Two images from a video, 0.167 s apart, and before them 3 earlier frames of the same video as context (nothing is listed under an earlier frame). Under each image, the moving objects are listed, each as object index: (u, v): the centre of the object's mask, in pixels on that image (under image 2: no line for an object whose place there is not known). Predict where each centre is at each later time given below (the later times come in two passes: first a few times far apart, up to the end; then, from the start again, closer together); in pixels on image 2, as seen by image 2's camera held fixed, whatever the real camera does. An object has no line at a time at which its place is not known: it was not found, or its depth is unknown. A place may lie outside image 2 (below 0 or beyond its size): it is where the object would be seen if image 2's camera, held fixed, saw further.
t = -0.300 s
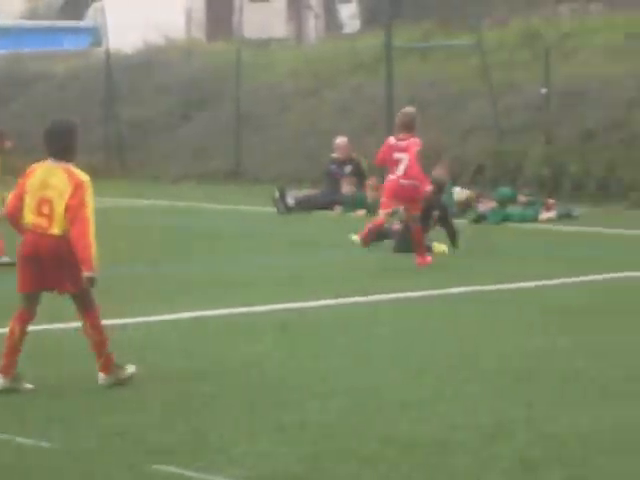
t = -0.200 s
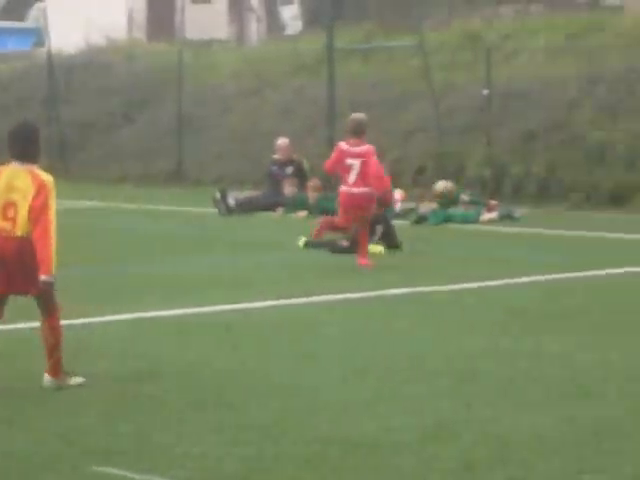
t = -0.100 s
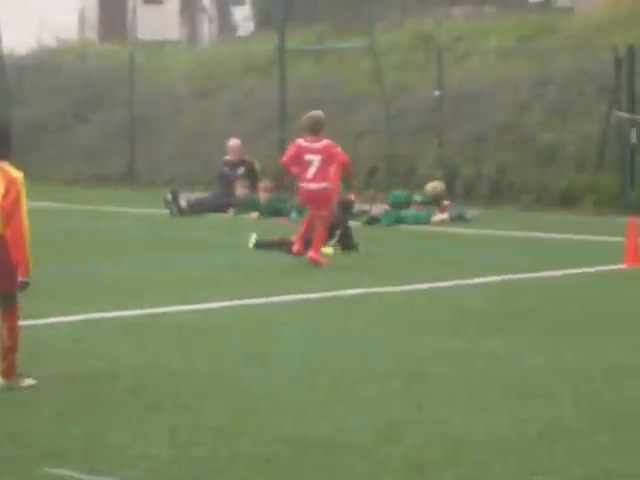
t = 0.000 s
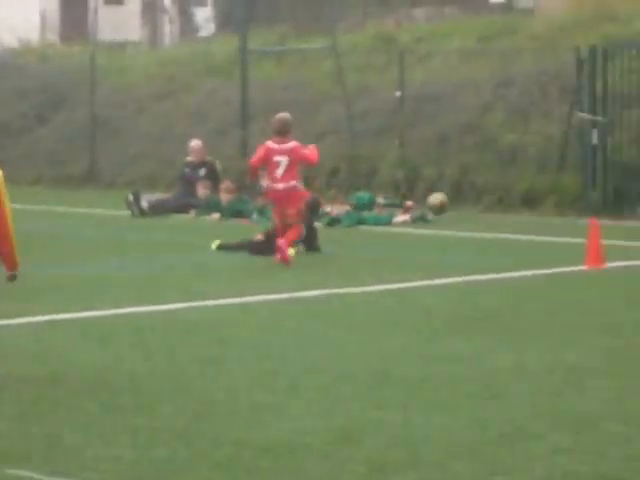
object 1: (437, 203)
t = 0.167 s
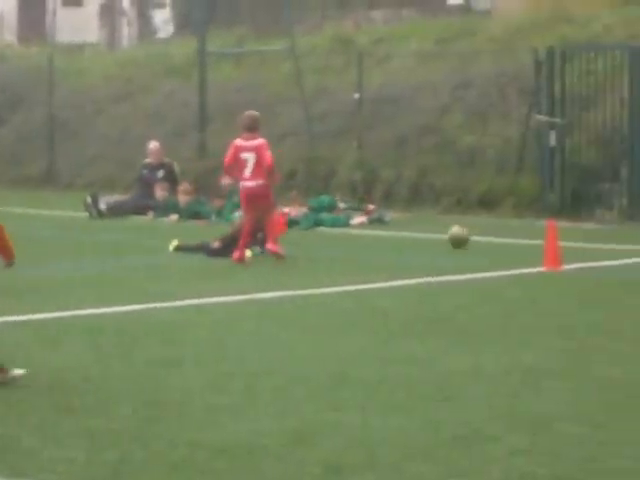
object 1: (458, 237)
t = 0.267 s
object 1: (485, 225)
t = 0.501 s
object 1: (541, 235)
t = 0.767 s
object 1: (616, 241)
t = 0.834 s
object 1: (632, 241)
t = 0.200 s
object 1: (466, 231)
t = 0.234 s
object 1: (476, 227)
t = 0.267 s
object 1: (485, 225)
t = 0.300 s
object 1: (493, 223)
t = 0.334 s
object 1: (502, 222)
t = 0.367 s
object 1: (511, 223)
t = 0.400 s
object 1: (520, 224)
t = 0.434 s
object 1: (528, 227)
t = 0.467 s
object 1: (536, 231)
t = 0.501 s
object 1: (541, 235)
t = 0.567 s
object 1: (566, 237)
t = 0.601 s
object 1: (571, 236)
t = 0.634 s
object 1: (582, 234)
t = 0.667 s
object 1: (590, 234)
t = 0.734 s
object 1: (609, 238)
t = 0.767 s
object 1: (616, 241)
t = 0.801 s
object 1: (626, 241)
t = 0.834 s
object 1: (632, 241)
